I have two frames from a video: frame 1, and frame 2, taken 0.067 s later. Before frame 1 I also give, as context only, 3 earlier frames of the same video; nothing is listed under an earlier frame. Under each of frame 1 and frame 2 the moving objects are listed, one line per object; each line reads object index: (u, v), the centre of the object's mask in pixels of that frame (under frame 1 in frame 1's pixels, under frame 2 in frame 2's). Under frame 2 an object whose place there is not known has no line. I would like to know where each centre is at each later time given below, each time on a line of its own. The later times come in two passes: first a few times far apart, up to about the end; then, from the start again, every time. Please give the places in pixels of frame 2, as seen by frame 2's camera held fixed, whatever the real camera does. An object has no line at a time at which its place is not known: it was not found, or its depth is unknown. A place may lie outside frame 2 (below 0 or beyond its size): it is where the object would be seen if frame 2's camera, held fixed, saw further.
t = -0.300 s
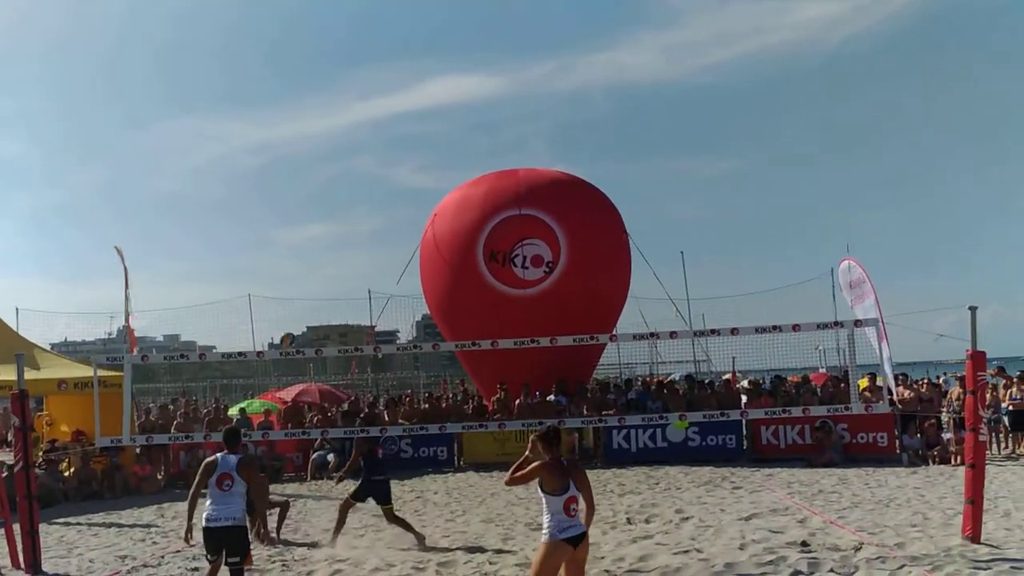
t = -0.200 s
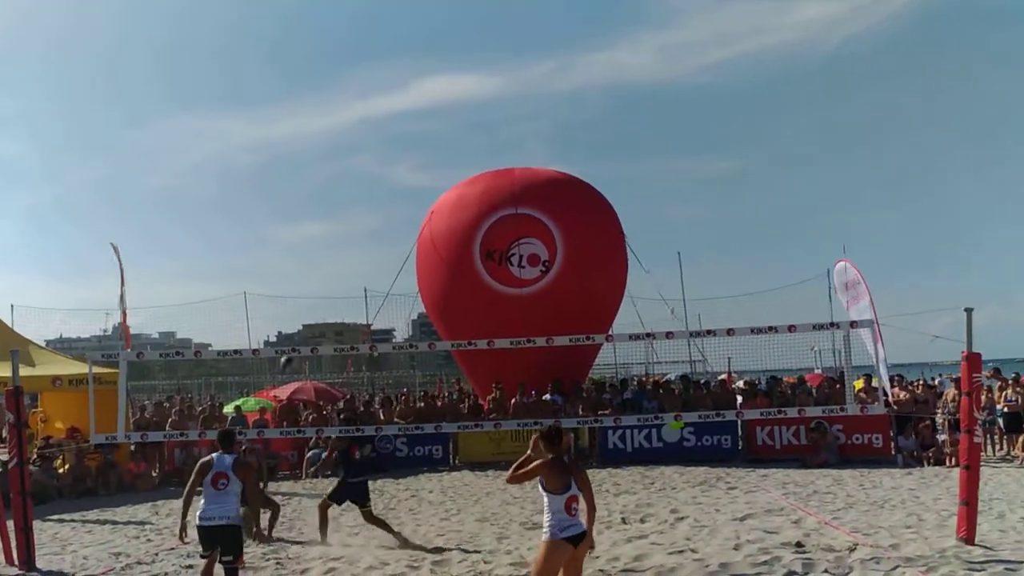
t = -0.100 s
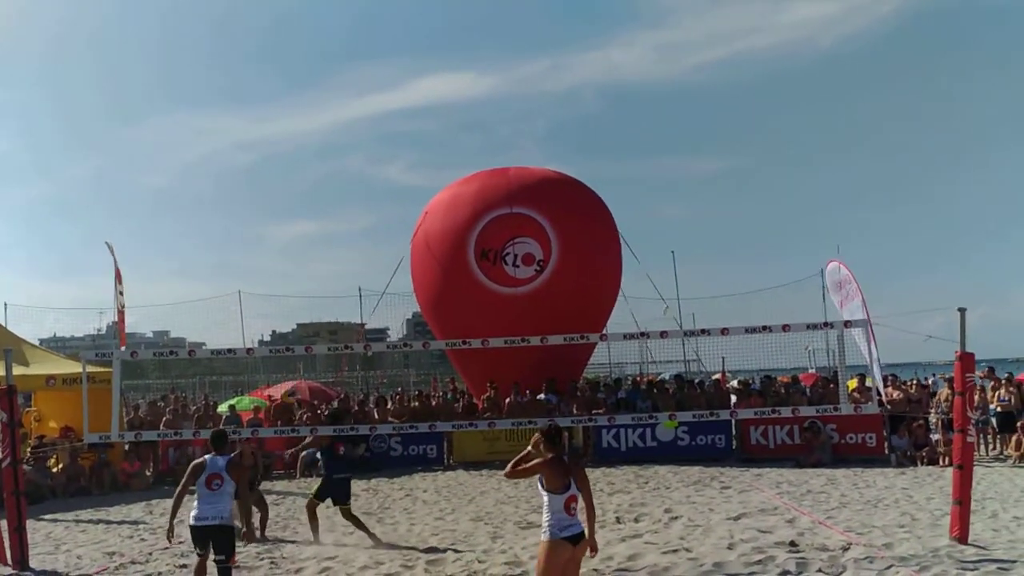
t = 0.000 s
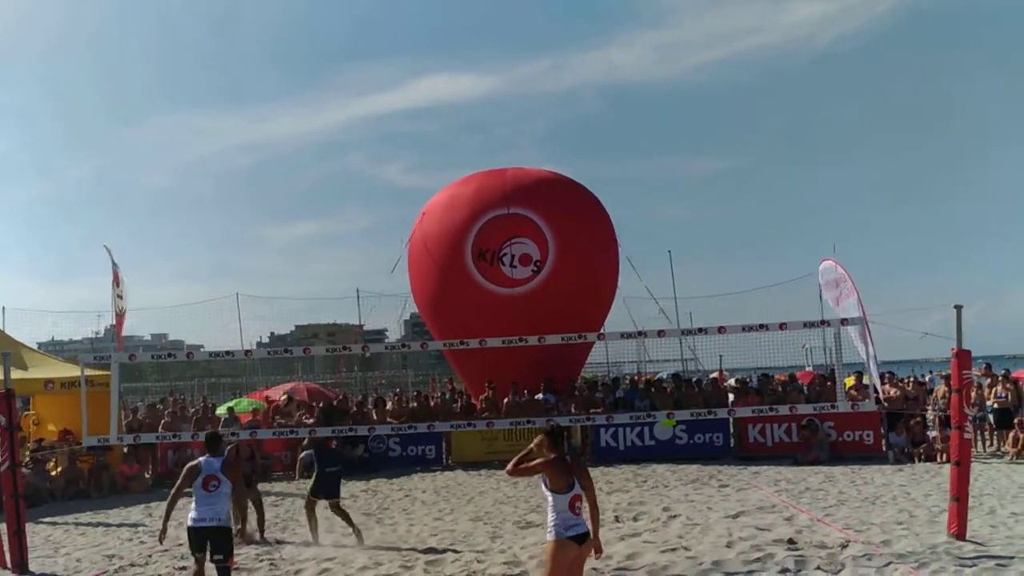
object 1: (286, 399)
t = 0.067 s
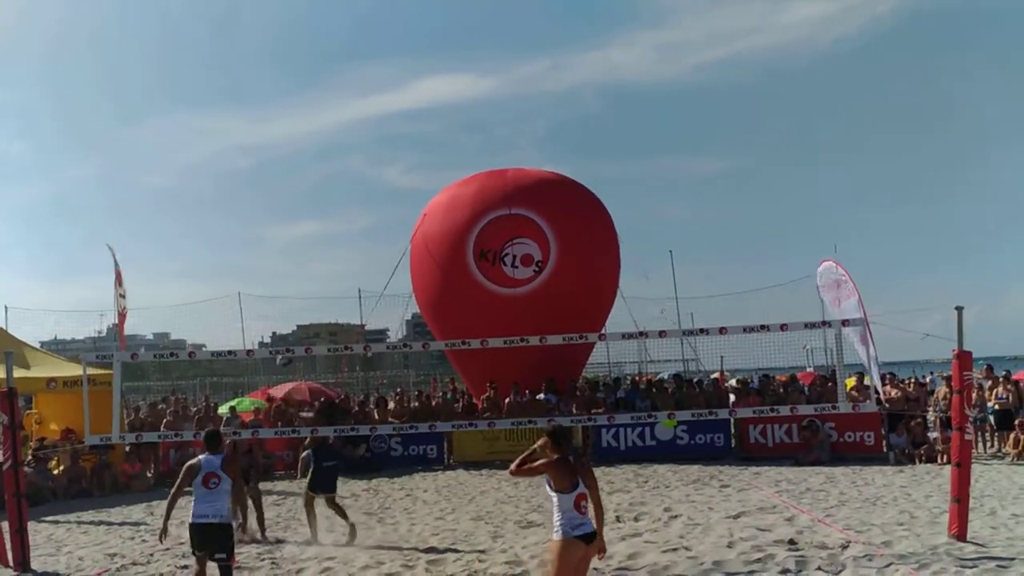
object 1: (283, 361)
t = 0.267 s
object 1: (272, 263)
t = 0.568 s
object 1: (252, 172)
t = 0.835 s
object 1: (233, 150)
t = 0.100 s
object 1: (281, 341)
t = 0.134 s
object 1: (281, 325)
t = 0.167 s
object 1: (279, 308)
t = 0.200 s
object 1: (276, 292)
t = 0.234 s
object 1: (274, 277)
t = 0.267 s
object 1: (272, 263)
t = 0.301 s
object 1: (270, 249)
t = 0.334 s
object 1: (268, 236)
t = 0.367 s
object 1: (265, 224)
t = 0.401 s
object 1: (263, 213)
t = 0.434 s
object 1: (261, 203)
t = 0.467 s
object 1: (259, 194)
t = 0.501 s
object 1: (256, 186)
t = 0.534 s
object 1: (254, 178)
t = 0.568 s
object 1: (252, 172)
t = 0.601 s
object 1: (250, 166)
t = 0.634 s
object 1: (248, 161)
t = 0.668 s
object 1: (245, 158)
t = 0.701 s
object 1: (242, 154)
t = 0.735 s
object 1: (240, 152)
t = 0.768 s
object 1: (237, 150)
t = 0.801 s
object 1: (236, 150)
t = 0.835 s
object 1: (233, 150)
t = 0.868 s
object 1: (231, 151)
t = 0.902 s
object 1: (229, 153)
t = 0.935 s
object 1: (226, 156)
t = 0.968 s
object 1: (224, 160)
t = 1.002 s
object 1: (223, 165)
